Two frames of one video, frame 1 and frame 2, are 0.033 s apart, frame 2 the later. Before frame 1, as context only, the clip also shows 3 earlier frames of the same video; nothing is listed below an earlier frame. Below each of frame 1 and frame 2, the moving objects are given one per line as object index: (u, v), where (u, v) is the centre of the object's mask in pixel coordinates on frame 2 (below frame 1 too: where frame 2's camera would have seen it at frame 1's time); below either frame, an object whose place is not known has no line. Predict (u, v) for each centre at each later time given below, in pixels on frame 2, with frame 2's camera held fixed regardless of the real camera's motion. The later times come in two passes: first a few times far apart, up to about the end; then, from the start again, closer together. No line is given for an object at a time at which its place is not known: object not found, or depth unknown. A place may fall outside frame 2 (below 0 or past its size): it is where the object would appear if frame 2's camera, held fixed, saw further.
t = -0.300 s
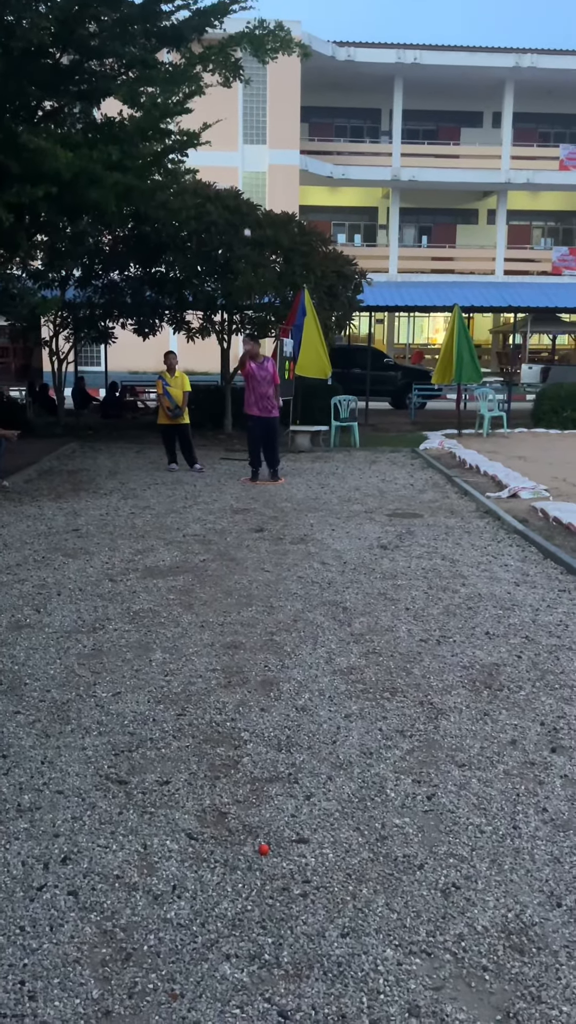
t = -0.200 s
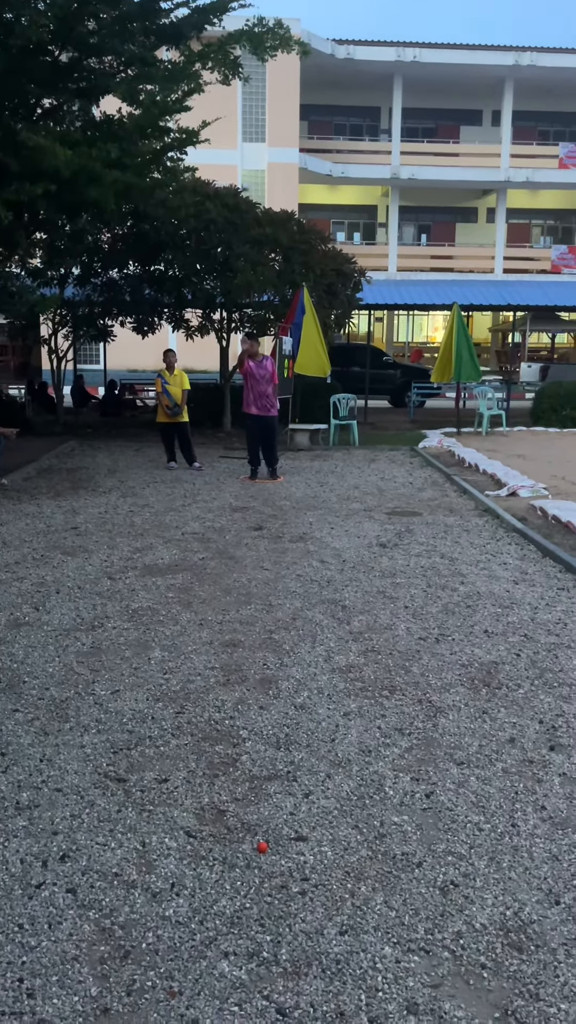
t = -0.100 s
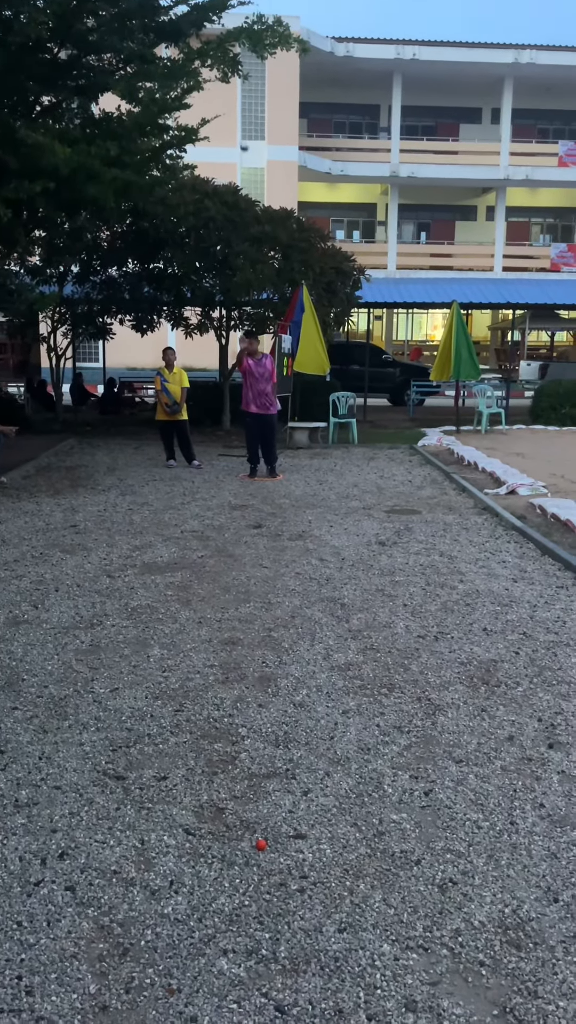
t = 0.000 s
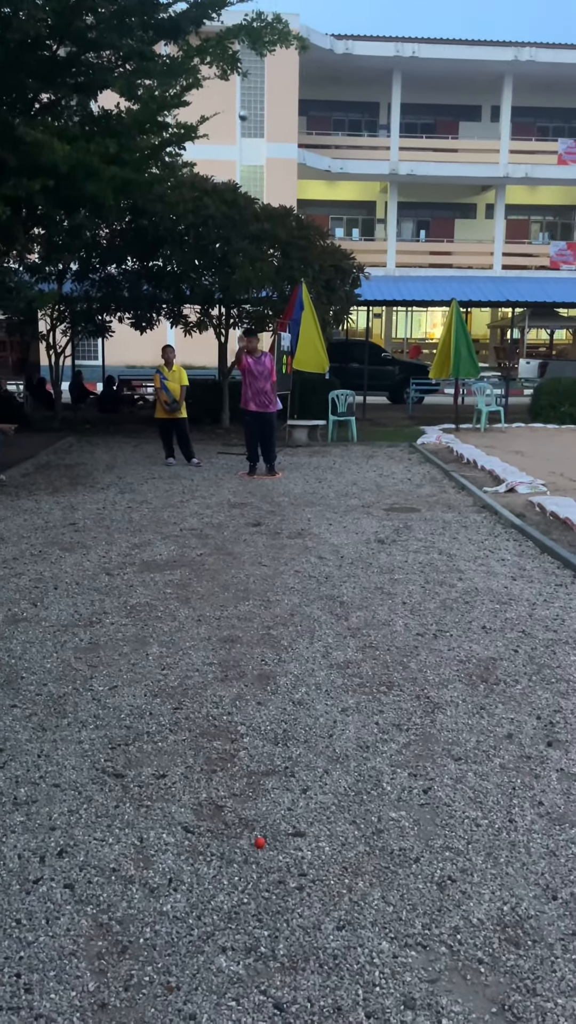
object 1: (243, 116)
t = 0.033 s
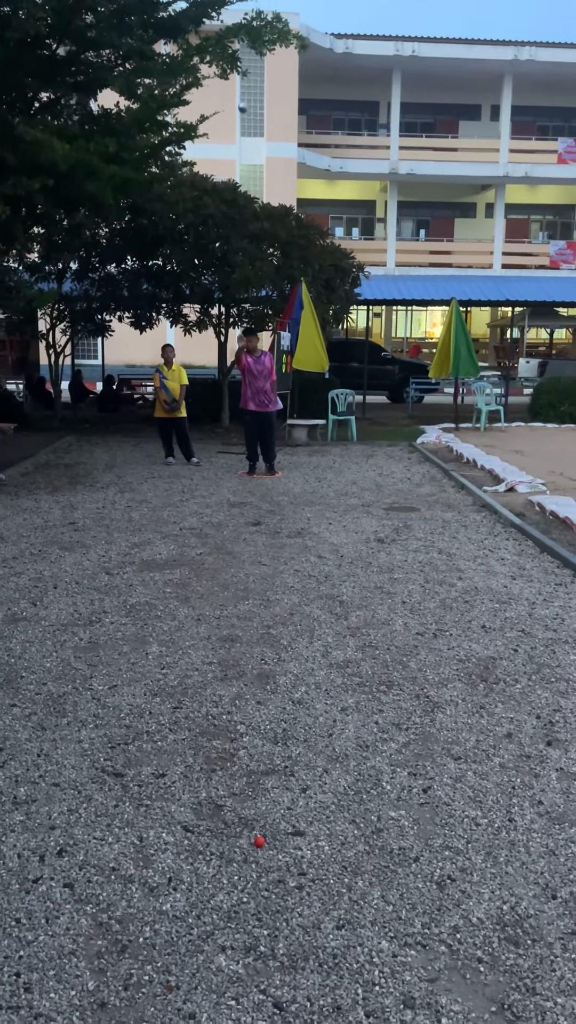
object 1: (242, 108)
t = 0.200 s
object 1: (242, 94)
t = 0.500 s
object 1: (241, 214)
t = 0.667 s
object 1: (238, 410)
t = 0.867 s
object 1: (231, 751)
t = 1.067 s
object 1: (194, 782)
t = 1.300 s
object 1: (163, 816)
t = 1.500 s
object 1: (140, 843)
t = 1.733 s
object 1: (128, 854)
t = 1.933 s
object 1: (138, 856)
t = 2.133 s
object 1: (140, 858)
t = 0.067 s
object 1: (242, 102)
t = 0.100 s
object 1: (242, 97)
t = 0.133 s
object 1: (242, 95)
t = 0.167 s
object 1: (242, 94)
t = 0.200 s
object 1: (242, 94)
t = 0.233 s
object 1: (242, 98)
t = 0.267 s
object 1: (242, 103)
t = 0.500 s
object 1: (241, 214)
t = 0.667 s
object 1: (238, 410)
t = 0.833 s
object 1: (236, 740)
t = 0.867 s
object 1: (231, 751)
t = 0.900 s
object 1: (225, 752)
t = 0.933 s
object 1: (219, 754)
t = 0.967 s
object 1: (213, 761)
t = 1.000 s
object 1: (205, 771)
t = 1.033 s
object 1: (198, 776)
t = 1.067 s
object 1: (194, 782)
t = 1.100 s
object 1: (188, 787)
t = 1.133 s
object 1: (184, 792)
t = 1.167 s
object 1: (179, 798)
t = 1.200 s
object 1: (175, 803)
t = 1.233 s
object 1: (170, 807)
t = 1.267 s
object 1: (166, 810)
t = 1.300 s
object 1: (163, 816)
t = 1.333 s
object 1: (159, 820)
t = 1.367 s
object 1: (155, 823)
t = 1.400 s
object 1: (151, 830)
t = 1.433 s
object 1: (147, 834)
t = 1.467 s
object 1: (143, 838)
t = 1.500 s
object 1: (140, 843)
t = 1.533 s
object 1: (135, 846)
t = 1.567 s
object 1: (133, 848)
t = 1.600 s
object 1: (130, 850)
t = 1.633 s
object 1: (129, 851)
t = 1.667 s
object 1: (128, 851)
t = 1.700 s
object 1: (128, 853)
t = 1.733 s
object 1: (128, 854)
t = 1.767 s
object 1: (130, 854)
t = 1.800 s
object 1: (131, 856)
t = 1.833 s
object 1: (134, 855)
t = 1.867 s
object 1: (136, 856)
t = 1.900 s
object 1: (137, 856)
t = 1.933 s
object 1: (138, 856)
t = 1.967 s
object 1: (138, 857)
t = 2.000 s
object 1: (139, 857)
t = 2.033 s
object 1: (139, 857)
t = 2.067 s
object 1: (139, 857)
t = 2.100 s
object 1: (140, 858)
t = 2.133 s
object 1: (140, 858)
